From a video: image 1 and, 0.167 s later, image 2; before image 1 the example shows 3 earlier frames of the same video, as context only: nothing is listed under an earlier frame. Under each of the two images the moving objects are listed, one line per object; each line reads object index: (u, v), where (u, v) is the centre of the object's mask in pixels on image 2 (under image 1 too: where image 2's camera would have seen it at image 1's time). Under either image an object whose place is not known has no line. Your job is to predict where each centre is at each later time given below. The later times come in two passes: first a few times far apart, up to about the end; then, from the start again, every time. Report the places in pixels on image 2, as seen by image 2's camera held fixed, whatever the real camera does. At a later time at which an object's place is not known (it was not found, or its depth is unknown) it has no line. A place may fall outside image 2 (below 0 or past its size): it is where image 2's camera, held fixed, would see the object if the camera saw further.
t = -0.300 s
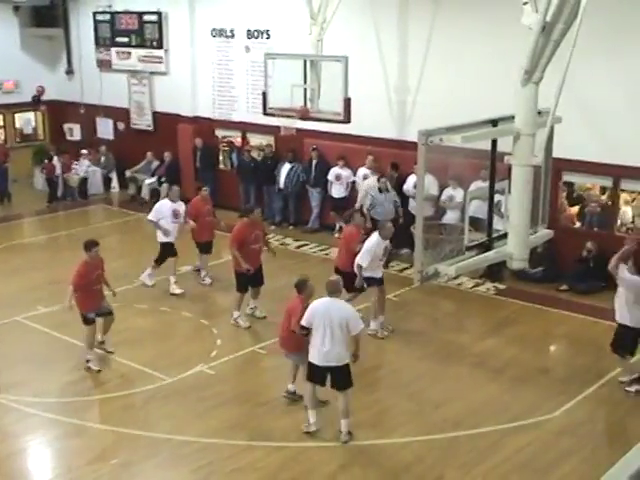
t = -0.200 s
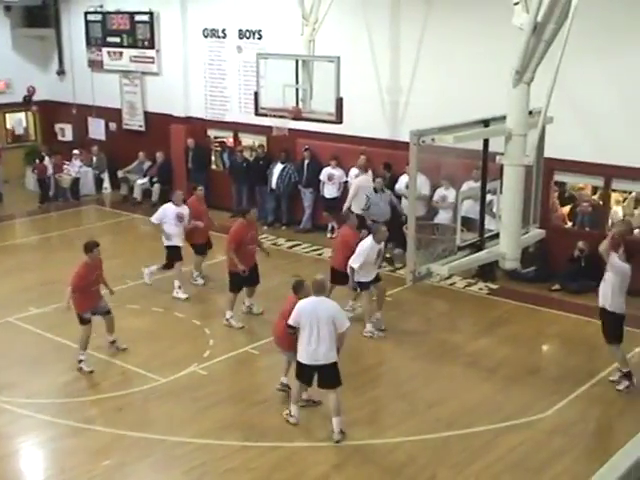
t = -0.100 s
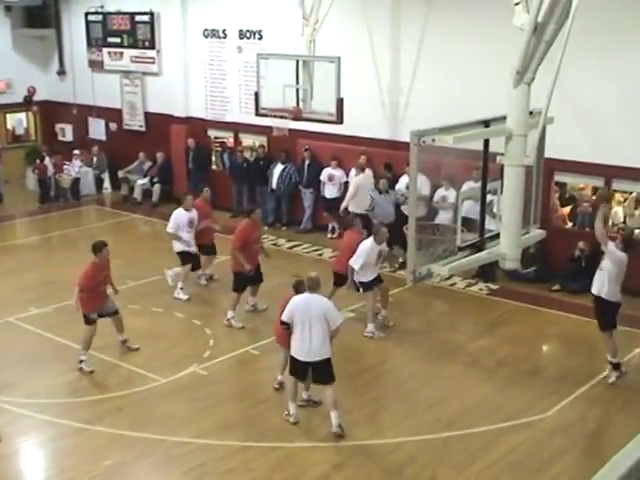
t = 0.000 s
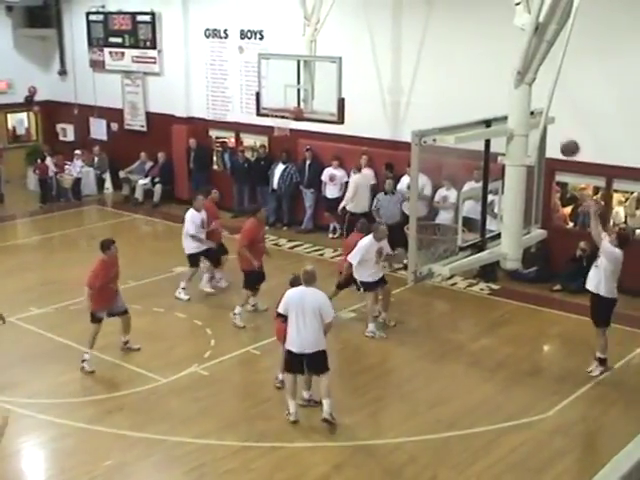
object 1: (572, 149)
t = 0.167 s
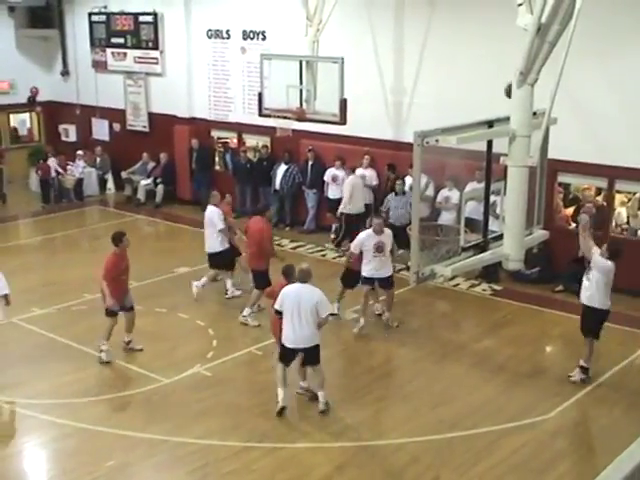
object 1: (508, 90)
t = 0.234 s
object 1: (491, 74)
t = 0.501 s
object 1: (408, 43)
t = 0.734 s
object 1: (346, 56)
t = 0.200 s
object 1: (502, 82)
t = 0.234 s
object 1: (491, 74)
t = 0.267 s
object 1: (480, 67)
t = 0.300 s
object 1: (469, 61)
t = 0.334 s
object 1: (458, 56)
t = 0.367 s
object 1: (448, 52)
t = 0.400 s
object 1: (438, 48)
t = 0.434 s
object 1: (428, 46)
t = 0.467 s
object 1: (418, 44)
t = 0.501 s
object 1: (408, 43)
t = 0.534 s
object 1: (399, 43)
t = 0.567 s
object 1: (390, 43)
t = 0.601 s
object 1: (381, 45)
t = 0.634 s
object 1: (372, 47)
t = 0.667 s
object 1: (363, 49)
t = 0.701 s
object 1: (354, 52)
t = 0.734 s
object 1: (346, 56)
